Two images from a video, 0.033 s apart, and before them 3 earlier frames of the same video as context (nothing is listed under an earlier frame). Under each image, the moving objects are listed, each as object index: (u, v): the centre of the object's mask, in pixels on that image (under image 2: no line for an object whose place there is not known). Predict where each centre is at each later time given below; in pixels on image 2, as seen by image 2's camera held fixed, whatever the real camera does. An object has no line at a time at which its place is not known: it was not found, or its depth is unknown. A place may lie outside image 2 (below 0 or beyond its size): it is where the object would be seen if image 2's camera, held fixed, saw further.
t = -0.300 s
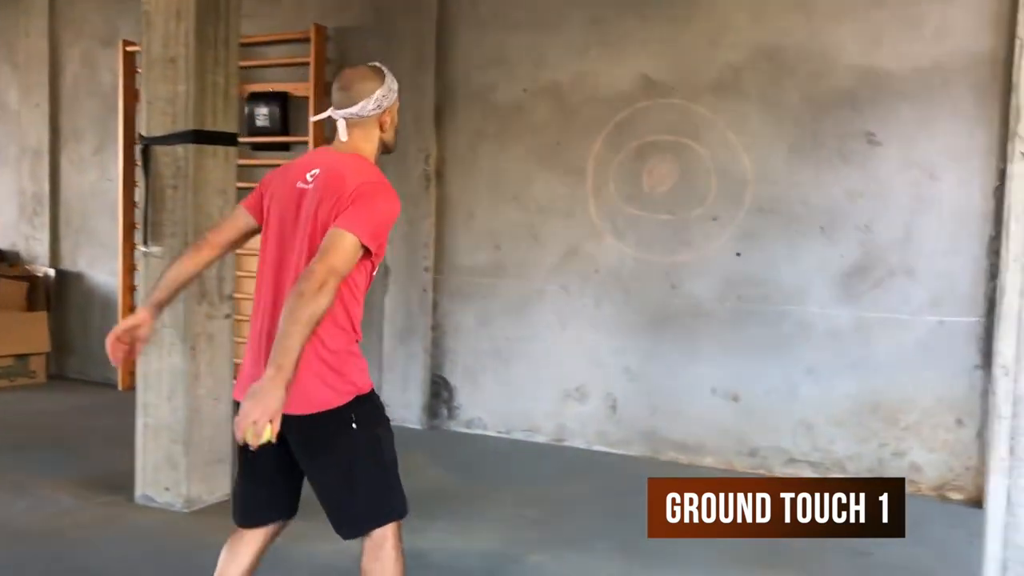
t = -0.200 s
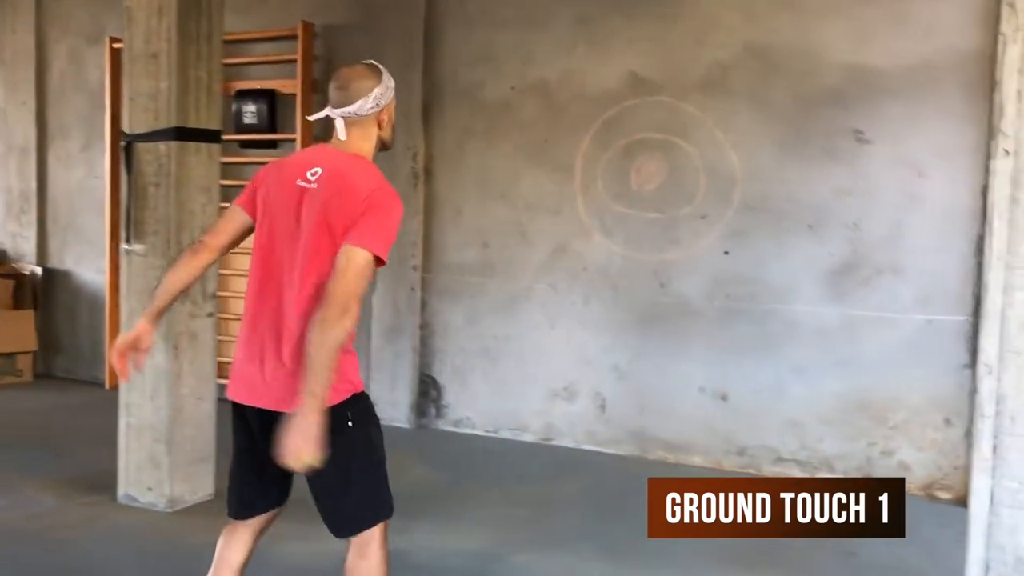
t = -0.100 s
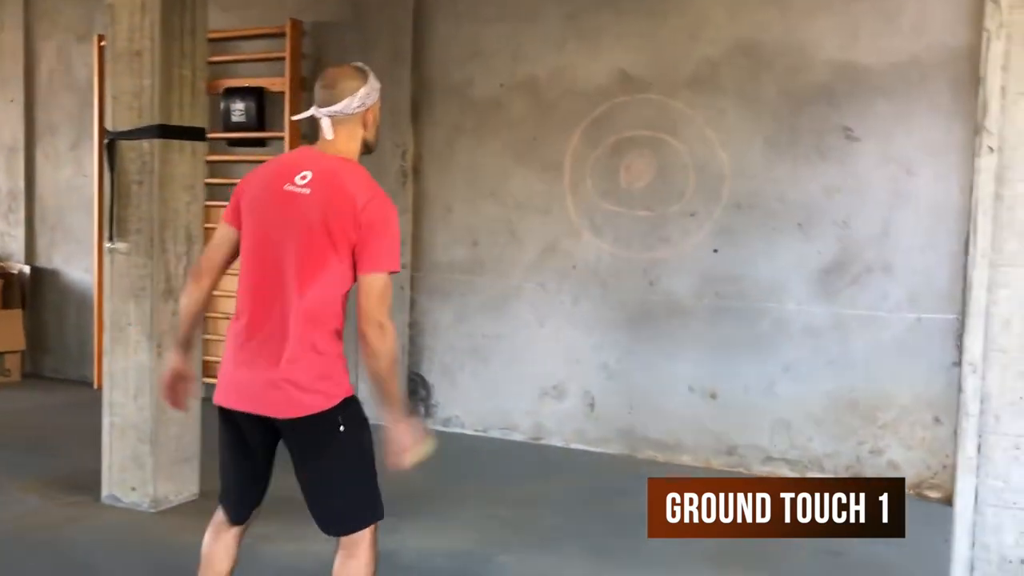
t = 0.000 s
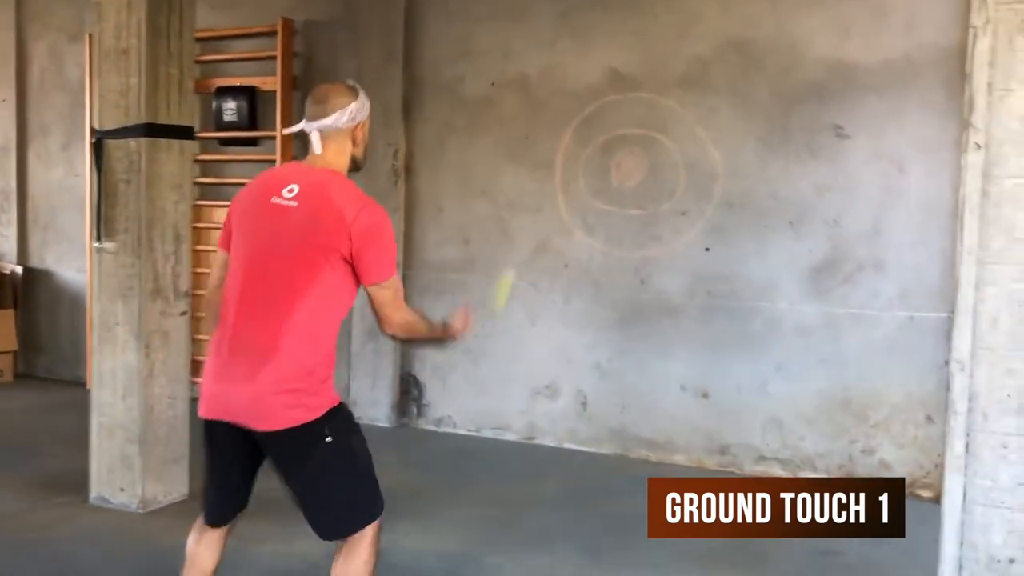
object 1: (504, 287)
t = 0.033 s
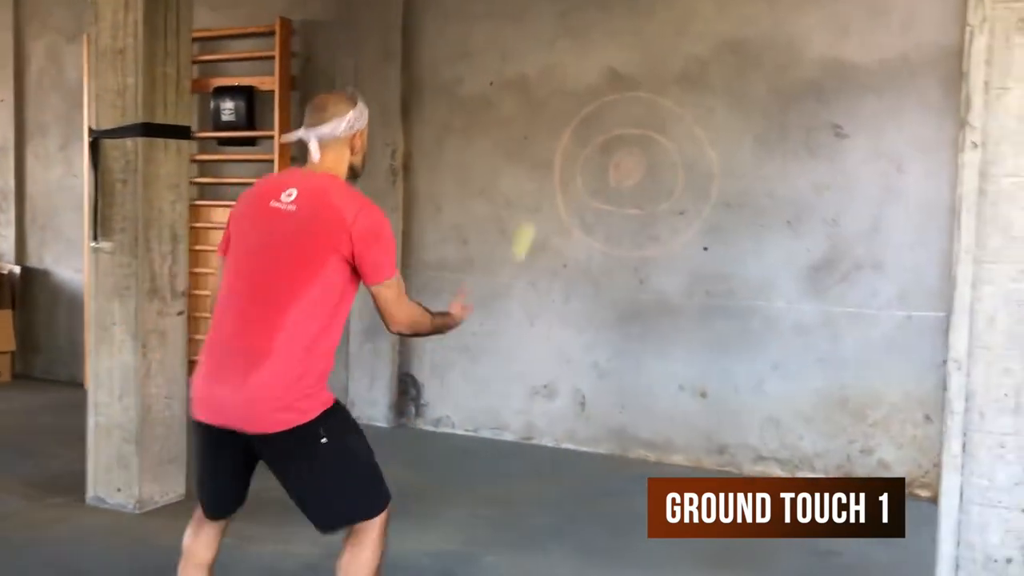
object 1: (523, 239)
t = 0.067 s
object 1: (542, 201)
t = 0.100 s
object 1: (560, 167)
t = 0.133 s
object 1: (577, 138)
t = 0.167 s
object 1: (593, 117)
